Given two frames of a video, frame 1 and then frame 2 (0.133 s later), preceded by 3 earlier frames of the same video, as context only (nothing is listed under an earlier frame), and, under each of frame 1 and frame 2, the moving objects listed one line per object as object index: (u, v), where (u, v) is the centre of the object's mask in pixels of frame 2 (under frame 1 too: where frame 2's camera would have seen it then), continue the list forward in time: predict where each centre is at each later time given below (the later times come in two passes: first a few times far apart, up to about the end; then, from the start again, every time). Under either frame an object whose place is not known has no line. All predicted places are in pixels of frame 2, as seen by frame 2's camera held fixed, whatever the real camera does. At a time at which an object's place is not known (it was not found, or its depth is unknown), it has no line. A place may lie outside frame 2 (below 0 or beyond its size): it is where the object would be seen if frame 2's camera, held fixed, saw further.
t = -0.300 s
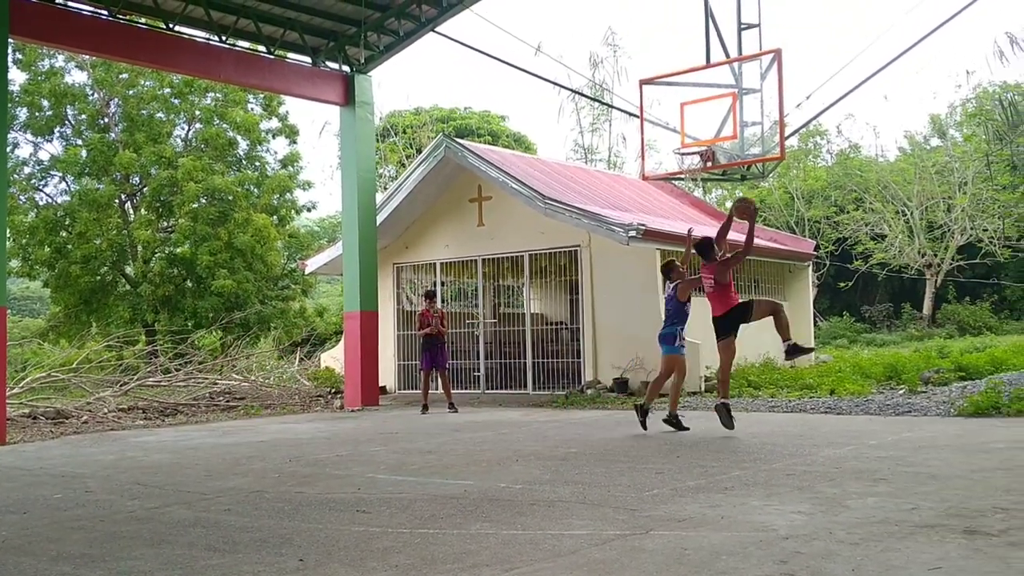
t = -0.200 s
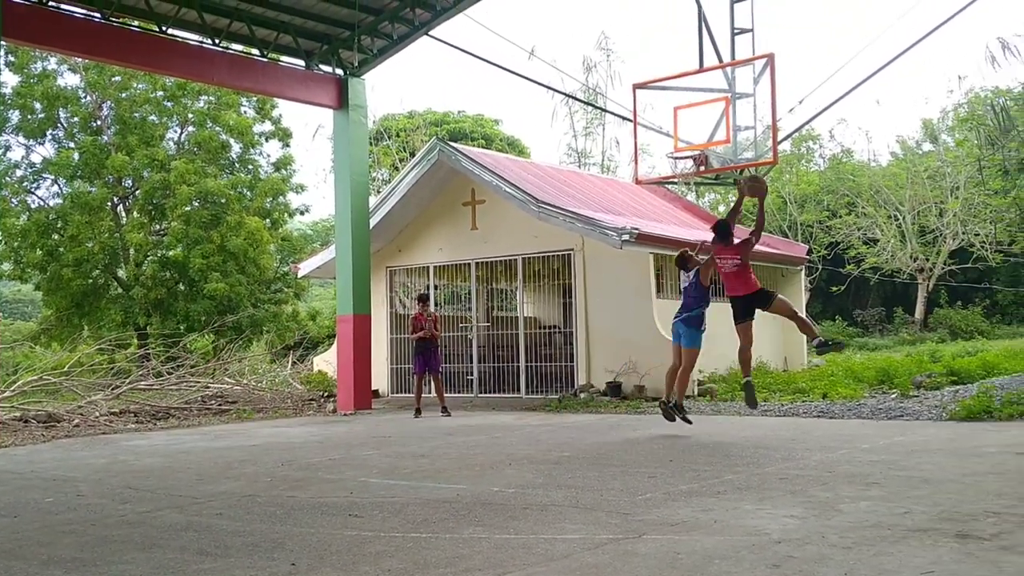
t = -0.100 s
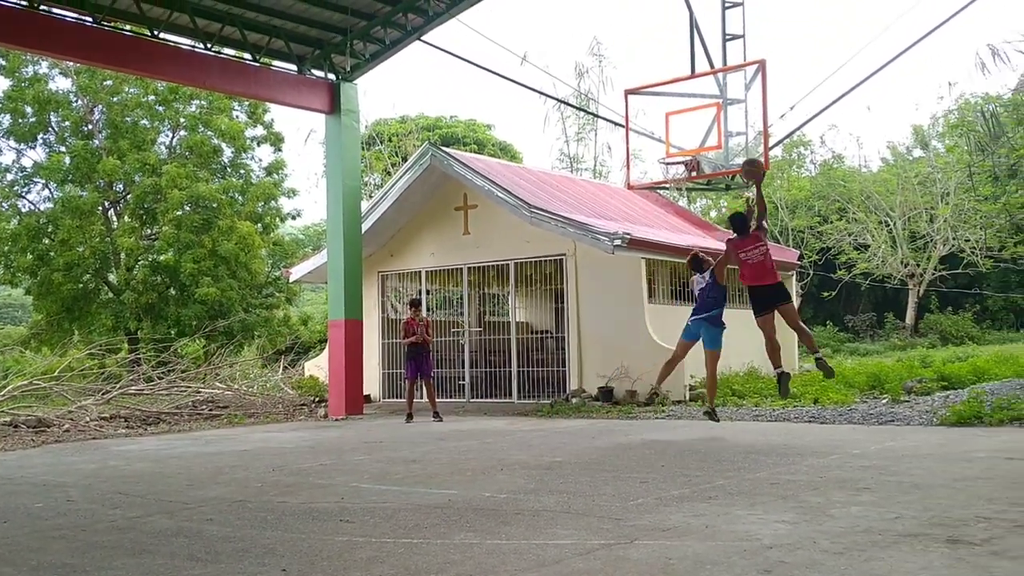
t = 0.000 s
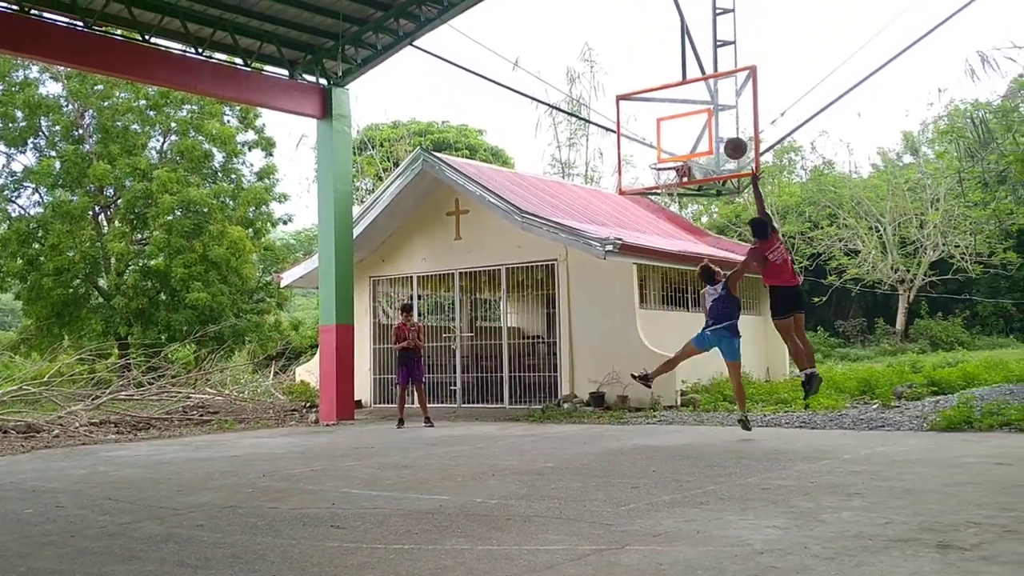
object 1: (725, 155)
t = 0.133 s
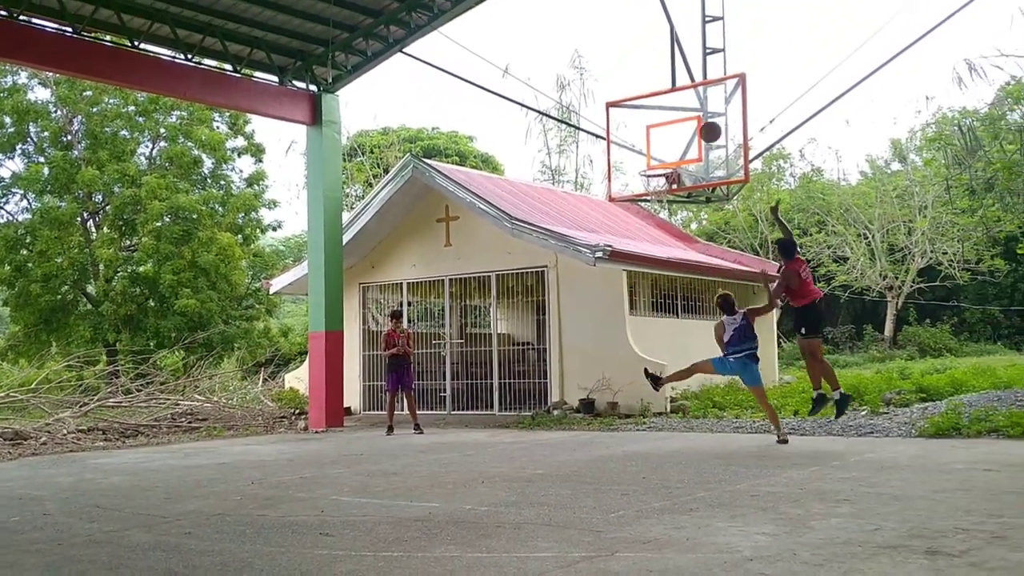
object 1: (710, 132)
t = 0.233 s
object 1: (701, 126)
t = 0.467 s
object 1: (665, 139)
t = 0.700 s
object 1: (635, 157)
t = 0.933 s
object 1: (605, 158)
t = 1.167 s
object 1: (576, 207)
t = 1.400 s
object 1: (548, 305)
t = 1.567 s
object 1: (530, 406)
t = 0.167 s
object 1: (707, 129)
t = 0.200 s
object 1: (704, 127)
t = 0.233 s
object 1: (701, 126)
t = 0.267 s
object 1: (698, 126)
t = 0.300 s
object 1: (695, 127)
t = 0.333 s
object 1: (689, 128)
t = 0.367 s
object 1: (683, 129)
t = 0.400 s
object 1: (677, 131)
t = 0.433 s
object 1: (672, 135)
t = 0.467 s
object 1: (665, 139)
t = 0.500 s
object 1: (659, 145)
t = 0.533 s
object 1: (654, 151)
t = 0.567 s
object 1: (648, 159)
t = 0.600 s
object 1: (645, 160)
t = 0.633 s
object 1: (642, 161)
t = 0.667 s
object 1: (639, 160)
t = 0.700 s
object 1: (635, 157)
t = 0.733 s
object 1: (630, 154)
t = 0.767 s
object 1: (626, 152)
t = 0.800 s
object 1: (622, 152)
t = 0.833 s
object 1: (617, 152)
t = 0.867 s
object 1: (613, 153)
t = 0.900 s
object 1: (609, 155)
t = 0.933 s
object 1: (605, 158)
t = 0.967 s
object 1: (600, 162)
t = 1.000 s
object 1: (596, 167)
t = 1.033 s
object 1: (592, 173)
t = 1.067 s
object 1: (588, 180)
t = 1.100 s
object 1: (584, 188)
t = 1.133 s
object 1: (580, 197)
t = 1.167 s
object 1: (576, 207)
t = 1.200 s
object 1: (572, 218)
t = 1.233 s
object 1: (568, 229)
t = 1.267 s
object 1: (564, 243)
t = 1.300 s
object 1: (560, 257)
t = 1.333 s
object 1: (557, 271)
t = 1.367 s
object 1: (552, 288)
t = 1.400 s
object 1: (548, 305)
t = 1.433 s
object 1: (544, 323)
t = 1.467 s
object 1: (541, 342)
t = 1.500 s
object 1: (537, 363)
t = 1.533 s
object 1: (533, 384)
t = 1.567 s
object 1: (530, 406)
